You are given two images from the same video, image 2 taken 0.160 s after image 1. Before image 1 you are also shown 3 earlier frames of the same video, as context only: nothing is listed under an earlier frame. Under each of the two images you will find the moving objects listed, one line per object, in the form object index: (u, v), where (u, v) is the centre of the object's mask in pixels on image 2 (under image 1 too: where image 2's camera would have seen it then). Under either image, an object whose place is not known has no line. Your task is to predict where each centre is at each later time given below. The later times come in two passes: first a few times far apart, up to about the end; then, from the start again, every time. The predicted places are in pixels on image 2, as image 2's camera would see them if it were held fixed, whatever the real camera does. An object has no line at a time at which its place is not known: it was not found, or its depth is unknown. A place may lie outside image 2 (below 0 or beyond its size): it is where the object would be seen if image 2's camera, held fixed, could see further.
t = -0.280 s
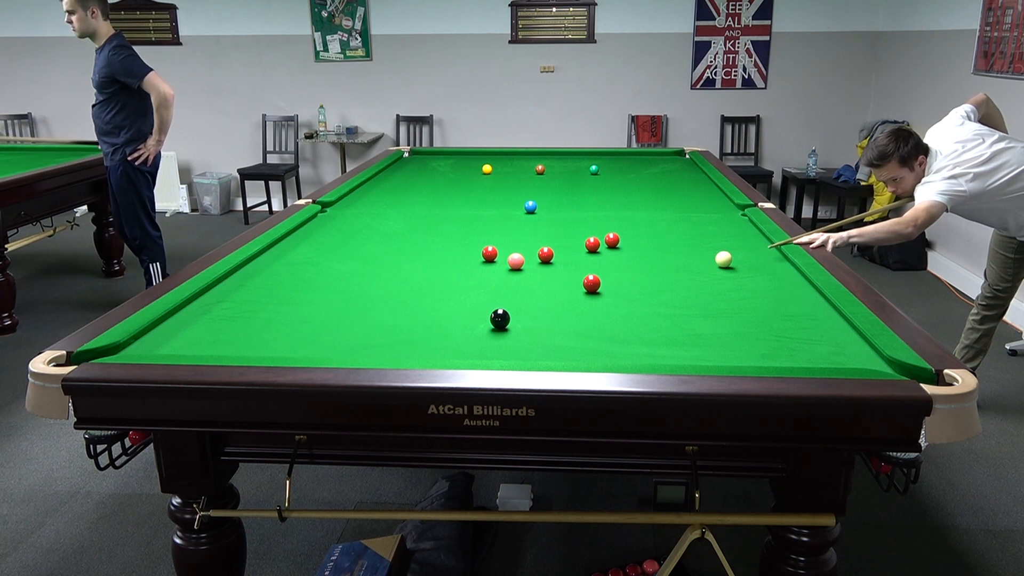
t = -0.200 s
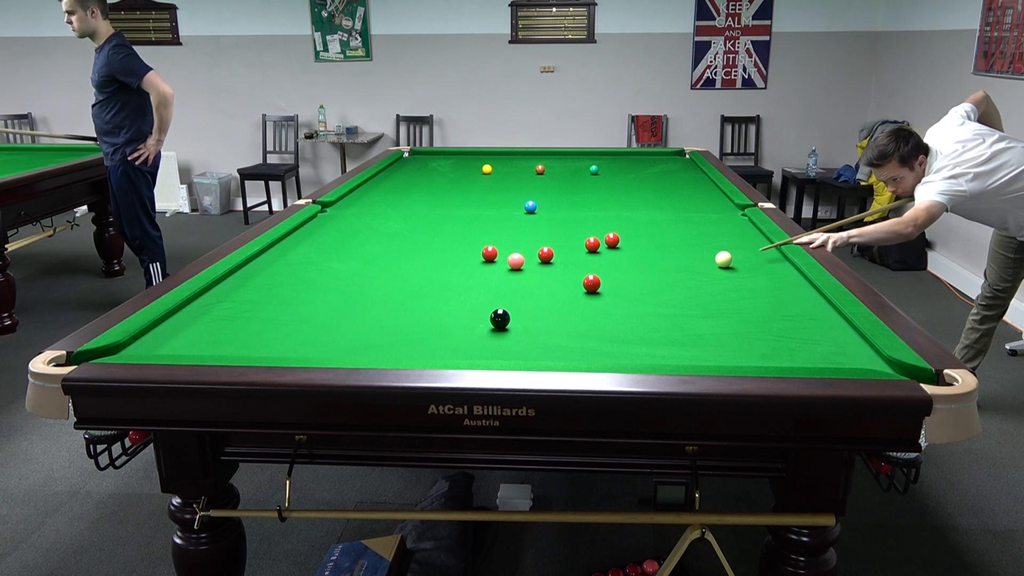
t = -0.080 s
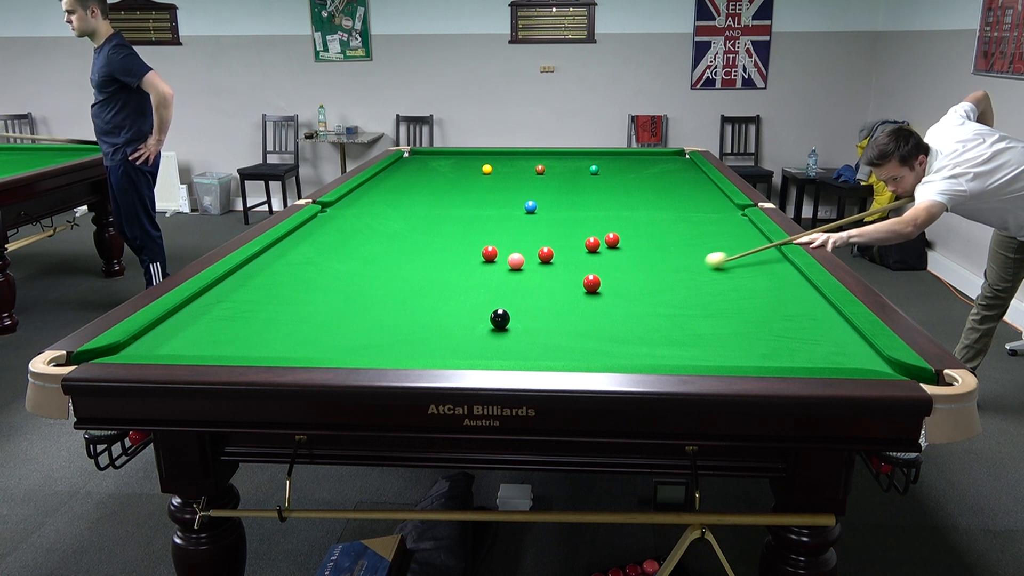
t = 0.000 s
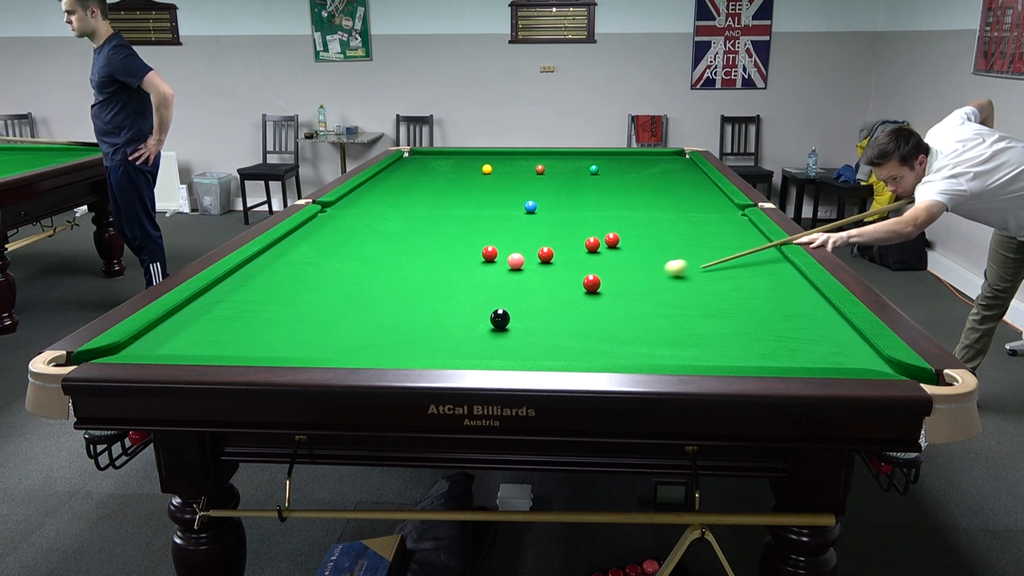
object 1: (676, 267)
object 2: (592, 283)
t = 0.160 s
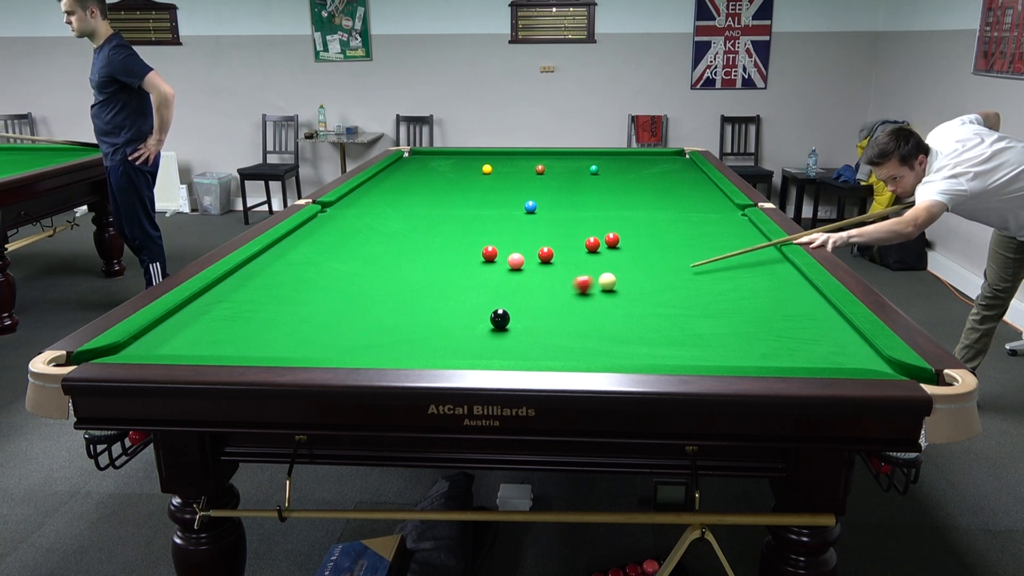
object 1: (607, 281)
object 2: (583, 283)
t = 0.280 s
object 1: (607, 283)
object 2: (530, 291)
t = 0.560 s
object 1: (608, 287)
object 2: (422, 306)
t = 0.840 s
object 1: (609, 290)
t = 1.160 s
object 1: (609, 293)
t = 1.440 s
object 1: (609, 295)
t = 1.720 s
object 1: (609, 296)
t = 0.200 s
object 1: (607, 282)
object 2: (565, 286)
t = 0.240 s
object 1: (607, 282)
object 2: (547, 288)
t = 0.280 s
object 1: (607, 283)
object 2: (530, 291)
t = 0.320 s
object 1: (608, 284)
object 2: (514, 293)
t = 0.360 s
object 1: (608, 284)
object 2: (498, 295)
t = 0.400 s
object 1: (608, 285)
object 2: (484, 298)
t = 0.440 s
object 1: (608, 285)
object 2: (469, 299)
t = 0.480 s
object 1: (608, 286)
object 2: (453, 302)
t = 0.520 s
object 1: (608, 287)
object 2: (438, 304)
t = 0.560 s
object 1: (608, 287)
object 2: (422, 306)
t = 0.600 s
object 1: (608, 288)
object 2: (406, 308)
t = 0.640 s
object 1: (608, 288)
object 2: (390, 311)
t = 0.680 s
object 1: (608, 289)
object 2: (374, 313)
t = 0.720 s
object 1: (608, 289)
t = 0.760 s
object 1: (609, 290)
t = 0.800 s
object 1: (609, 290)
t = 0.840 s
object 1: (609, 290)
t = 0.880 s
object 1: (609, 291)
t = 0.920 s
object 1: (609, 291)
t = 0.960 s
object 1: (609, 292)
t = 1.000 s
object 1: (609, 292)
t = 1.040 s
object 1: (609, 292)
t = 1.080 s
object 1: (609, 293)
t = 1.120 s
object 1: (609, 293)
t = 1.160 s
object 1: (609, 293)
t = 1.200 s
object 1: (609, 294)
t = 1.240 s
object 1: (609, 294)
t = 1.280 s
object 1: (609, 294)
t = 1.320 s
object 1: (609, 294)
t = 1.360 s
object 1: (609, 295)
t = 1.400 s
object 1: (609, 295)
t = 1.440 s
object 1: (609, 295)
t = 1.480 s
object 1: (609, 295)
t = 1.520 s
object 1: (609, 296)
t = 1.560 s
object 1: (609, 296)
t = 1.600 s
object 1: (609, 296)
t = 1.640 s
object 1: (609, 296)
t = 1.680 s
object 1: (609, 296)
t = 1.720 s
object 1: (609, 296)
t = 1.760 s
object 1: (609, 296)
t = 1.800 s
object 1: (609, 296)
